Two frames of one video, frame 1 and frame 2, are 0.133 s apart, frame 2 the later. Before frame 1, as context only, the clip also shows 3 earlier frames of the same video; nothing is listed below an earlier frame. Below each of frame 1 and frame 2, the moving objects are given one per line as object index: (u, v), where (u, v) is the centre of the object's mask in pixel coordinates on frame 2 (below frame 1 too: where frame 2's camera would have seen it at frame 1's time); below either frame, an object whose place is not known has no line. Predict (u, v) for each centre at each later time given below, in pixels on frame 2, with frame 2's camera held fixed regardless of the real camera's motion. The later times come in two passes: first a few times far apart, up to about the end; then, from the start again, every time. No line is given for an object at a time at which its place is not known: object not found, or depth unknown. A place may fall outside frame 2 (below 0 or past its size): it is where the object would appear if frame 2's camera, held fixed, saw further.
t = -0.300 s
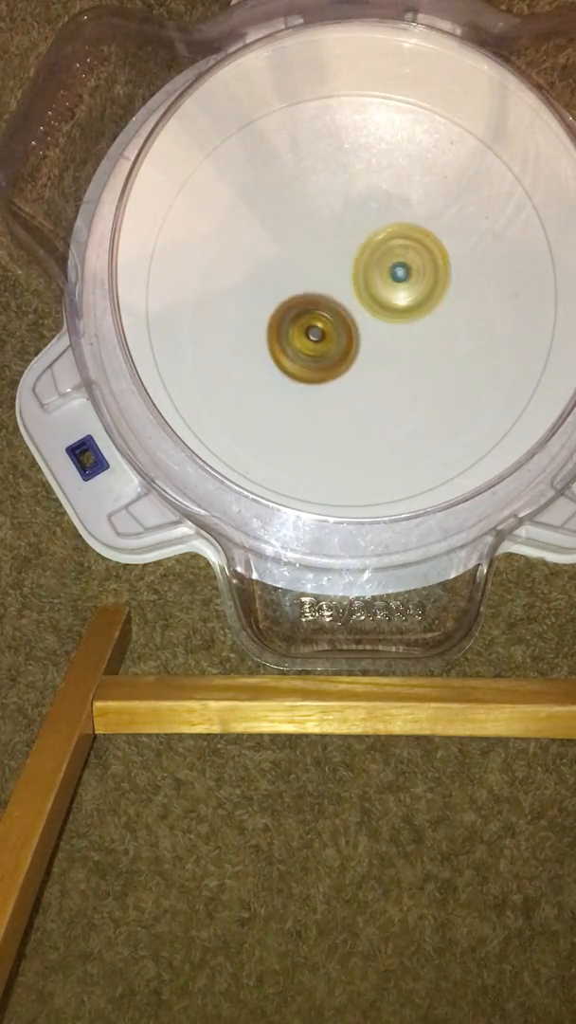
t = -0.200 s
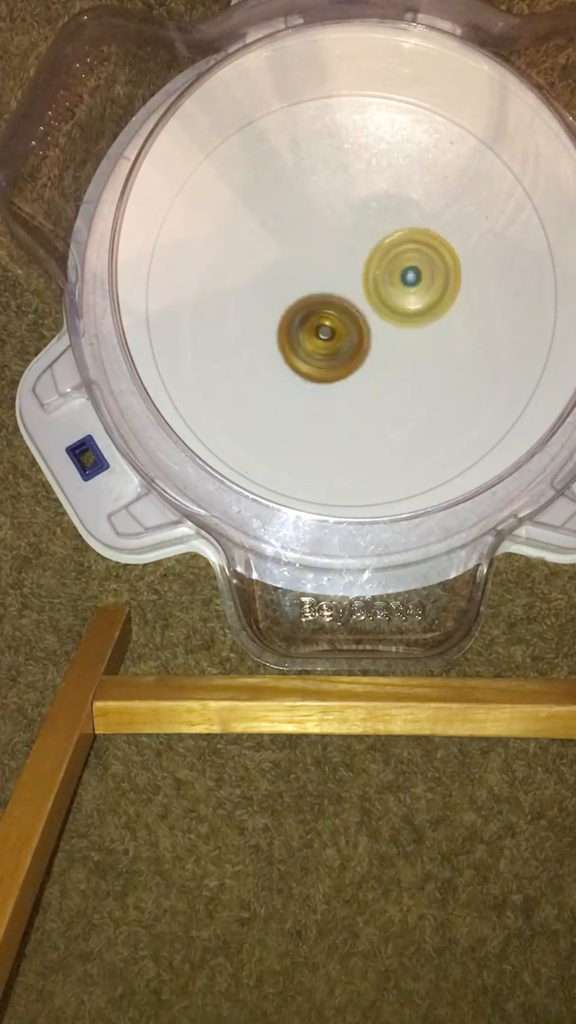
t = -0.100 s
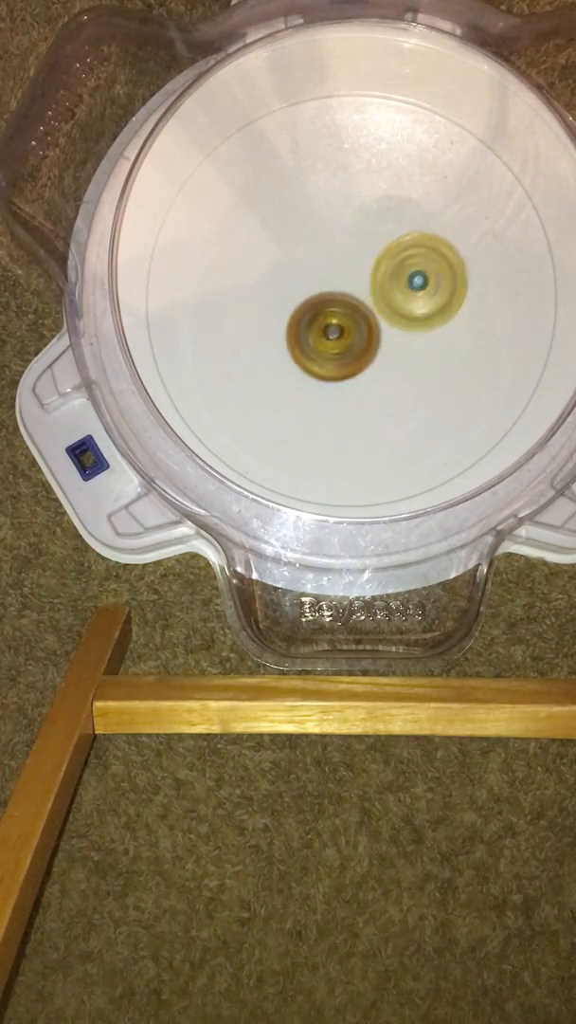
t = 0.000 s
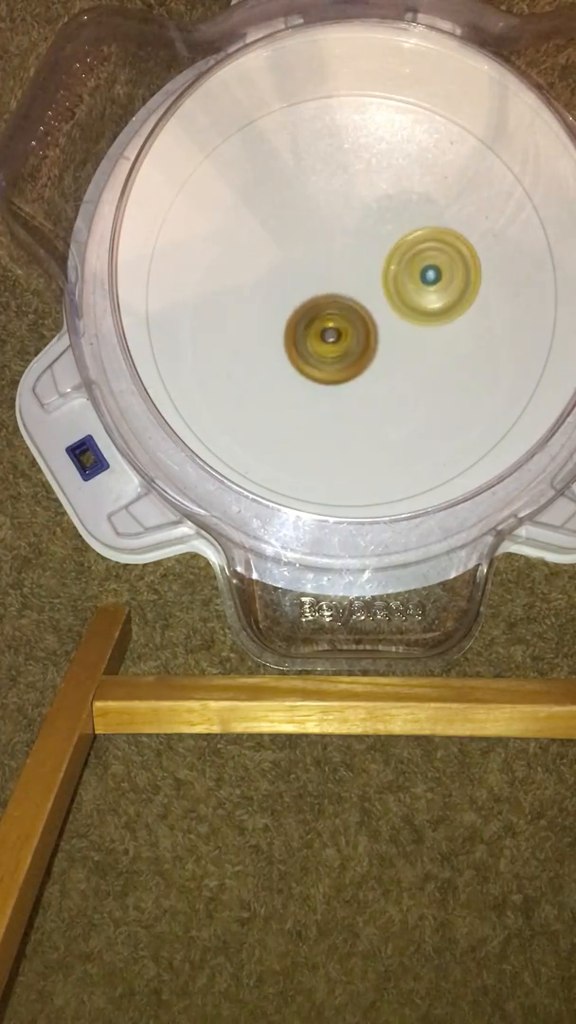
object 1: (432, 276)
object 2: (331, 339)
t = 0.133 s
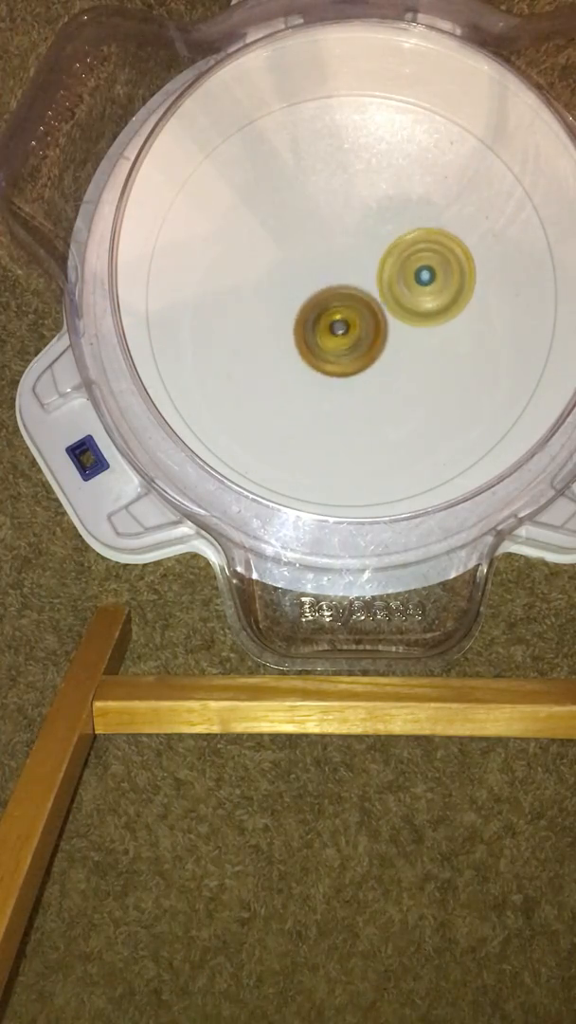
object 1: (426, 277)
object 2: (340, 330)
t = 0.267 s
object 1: (417, 285)
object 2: (333, 329)
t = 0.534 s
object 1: (400, 293)
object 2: (307, 328)
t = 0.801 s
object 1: (391, 295)
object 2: (286, 331)
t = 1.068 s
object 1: (378, 291)
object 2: (289, 334)
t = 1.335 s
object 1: (389, 263)
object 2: (297, 336)
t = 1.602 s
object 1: (375, 255)
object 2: (309, 328)
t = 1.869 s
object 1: (369, 244)
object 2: (314, 327)
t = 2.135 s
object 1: (365, 239)
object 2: (322, 328)
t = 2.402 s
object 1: (367, 236)
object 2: (335, 330)
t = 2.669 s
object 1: (365, 234)
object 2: (347, 331)
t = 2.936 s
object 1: (359, 214)
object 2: (357, 338)
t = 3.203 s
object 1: (345, 236)
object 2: (363, 336)
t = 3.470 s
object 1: (333, 244)
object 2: (369, 339)
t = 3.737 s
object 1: (319, 253)
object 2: (374, 336)
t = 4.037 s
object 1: (307, 260)
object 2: (383, 331)
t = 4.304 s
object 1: (290, 259)
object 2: (398, 329)
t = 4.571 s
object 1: (267, 269)
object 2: (405, 326)
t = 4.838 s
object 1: (312, 287)
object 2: (400, 319)
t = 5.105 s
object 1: (308, 271)
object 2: (410, 321)
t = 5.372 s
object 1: (321, 270)
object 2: (404, 319)
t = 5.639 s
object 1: (316, 259)
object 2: (396, 327)
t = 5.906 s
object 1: (322, 262)
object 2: (390, 335)
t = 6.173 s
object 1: (318, 264)
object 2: (391, 342)
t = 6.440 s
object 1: (323, 262)
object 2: (392, 339)
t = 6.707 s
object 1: (322, 256)
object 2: (388, 335)
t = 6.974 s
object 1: (319, 262)
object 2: (380, 338)
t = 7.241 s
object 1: (313, 259)
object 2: (376, 342)
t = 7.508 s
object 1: (316, 252)
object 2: (375, 343)
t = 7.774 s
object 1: (330, 254)
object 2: (369, 340)
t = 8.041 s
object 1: (345, 248)
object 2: (378, 347)
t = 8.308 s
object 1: (352, 240)
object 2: (381, 350)
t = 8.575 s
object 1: (347, 254)
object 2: (367, 346)
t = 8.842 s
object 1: (346, 254)
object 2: (346, 351)
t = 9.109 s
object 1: (346, 246)
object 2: (340, 352)
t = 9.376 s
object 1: (351, 239)
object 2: (340, 355)
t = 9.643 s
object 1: (353, 252)
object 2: (328, 346)
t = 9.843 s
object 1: (364, 255)
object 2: (314, 334)
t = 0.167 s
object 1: (423, 279)
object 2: (341, 329)
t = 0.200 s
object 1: (423, 279)
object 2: (337, 329)
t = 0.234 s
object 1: (419, 283)
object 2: (335, 329)
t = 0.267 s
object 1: (417, 285)
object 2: (333, 329)
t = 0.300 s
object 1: (416, 286)
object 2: (329, 330)
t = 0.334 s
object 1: (413, 288)
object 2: (326, 330)
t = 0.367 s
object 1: (413, 288)
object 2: (323, 329)
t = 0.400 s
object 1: (410, 289)
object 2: (320, 328)
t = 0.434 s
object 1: (406, 291)
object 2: (317, 328)
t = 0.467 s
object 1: (404, 291)
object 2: (314, 328)
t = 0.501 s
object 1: (401, 292)
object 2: (311, 328)
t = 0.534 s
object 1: (400, 293)
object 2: (307, 328)
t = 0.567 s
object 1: (397, 294)
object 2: (304, 328)
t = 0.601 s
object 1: (394, 295)
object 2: (301, 328)
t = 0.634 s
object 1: (391, 297)
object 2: (298, 329)
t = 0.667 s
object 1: (388, 298)
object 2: (296, 329)
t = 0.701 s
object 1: (388, 298)
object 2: (292, 330)
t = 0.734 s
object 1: (390, 297)
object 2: (289, 331)
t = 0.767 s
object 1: (391, 296)
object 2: (288, 331)
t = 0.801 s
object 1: (391, 295)
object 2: (286, 331)
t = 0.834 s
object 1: (390, 293)
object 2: (285, 331)
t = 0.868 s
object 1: (388, 292)
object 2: (285, 331)
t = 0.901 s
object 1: (386, 292)
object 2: (285, 331)
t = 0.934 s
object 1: (384, 292)
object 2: (286, 331)
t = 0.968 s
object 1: (381, 292)
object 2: (287, 331)
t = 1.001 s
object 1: (378, 293)
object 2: (288, 331)
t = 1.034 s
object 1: (377, 293)
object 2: (288, 332)
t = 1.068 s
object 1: (378, 291)
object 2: (289, 334)
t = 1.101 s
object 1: (378, 289)
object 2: (290, 334)
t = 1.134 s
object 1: (377, 288)
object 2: (292, 334)
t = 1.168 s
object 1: (378, 286)
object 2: (292, 335)
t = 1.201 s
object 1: (383, 281)
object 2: (291, 337)
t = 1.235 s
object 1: (386, 276)
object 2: (292, 337)
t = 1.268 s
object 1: (388, 271)
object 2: (293, 337)
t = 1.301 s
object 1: (389, 267)
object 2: (295, 336)
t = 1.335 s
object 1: (389, 263)
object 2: (297, 336)
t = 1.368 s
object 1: (388, 260)
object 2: (299, 334)
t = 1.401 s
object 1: (386, 259)
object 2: (301, 333)
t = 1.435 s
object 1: (384, 257)
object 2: (303, 331)
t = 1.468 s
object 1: (381, 257)
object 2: (305, 330)
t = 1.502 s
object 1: (378, 258)
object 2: (307, 328)
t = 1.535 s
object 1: (377, 257)
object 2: (308, 327)
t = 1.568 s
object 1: (377, 255)
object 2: (307, 329)
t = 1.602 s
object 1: (375, 255)
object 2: (309, 328)
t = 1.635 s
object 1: (374, 255)
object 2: (310, 327)
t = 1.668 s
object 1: (373, 254)
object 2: (310, 327)
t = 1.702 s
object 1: (373, 252)
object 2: (311, 327)
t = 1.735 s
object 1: (372, 250)
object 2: (311, 327)
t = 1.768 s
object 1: (371, 248)
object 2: (312, 326)
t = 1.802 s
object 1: (370, 247)
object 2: (312, 326)
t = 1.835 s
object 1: (370, 246)
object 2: (313, 326)
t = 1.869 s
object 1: (369, 244)
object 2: (314, 327)
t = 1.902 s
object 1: (367, 243)
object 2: (315, 326)
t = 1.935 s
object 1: (367, 241)
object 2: (316, 327)
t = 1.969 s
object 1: (367, 241)
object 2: (317, 327)
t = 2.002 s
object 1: (366, 241)
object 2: (318, 327)
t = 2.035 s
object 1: (365, 241)
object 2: (319, 327)
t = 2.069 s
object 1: (366, 240)
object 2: (320, 328)
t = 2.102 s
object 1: (365, 239)
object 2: (321, 328)
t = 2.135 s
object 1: (365, 239)
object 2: (322, 328)
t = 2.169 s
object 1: (365, 239)
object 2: (323, 328)
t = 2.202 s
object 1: (365, 238)
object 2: (326, 329)
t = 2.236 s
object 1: (365, 238)
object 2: (327, 328)
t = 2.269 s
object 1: (365, 238)
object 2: (328, 329)
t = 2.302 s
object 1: (366, 237)
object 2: (330, 329)
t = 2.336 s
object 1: (367, 237)
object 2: (332, 330)
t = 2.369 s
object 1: (367, 237)
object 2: (333, 329)
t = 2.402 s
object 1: (367, 236)
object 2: (335, 330)
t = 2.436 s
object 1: (367, 235)
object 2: (337, 330)
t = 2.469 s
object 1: (368, 232)
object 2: (338, 331)
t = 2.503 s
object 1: (368, 230)
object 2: (340, 331)
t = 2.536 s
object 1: (368, 229)
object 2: (341, 331)
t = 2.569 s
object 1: (367, 229)
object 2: (343, 331)
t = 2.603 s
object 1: (366, 231)
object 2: (344, 331)
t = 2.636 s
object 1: (366, 233)
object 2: (345, 330)
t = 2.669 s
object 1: (365, 234)
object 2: (347, 331)
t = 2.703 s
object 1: (365, 233)
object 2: (349, 331)
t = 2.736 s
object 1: (364, 233)
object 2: (350, 330)
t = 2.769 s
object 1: (364, 233)
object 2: (352, 330)
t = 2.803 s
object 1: (363, 233)
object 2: (354, 330)
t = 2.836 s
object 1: (363, 230)
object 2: (355, 333)
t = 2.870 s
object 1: (363, 223)
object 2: (356, 337)
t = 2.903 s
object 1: (361, 218)
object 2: (357, 338)
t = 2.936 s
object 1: (359, 214)
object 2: (357, 338)
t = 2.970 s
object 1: (356, 213)
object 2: (358, 339)
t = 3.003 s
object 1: (354, 214)
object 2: (359, 339)
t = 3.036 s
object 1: (351, 216)
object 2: (360, 338)
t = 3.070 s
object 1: (349, 219)
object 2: (361, 338)
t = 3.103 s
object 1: (347, 223)
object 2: (361, 337)
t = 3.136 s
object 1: (346, 229)
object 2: (361, 336)
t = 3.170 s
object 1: (345, 235)
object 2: (362, 334)
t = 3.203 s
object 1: (345, 236)
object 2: (363, 336)
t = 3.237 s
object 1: (343, 235)
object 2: (365, 340)
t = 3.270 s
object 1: (342, 235)
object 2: (366, 339)
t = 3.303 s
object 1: (340, 237)
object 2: (366, 338)
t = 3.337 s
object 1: (339, 240)
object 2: (366, 338)
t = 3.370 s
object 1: (338, 244)
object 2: (366, 338)
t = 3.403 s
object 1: (336, 245)
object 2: (368, 338)
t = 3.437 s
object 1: (335, 245)
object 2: (368, 338)
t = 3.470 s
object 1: (333, 244)
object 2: (369, 339)
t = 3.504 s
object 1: (331, 243)
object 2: (370, 340)
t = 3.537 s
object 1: (328, 244)
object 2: (370, 339)
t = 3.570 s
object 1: (327, 247)
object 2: (370, 339)
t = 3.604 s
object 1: (327, 250)
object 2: (370, 338)
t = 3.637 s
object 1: (325, 251)
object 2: (371, 337)
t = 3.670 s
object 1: (323, 251)
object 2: (372, 337)
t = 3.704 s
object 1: (321, 253)
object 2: (373, 336)
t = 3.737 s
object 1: (319, 253)
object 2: (374, 336)
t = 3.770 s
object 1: (317, 254)
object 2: (375, 335)
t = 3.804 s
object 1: (316, 255)
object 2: (375, 335)
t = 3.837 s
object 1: (315, 257)
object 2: (376, 334)
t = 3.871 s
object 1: (313, 256)
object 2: (377, 334)
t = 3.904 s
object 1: (311, 258)
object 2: (378, 333)
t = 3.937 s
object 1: (311, 259)
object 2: (378, 333)
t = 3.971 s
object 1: (311, 261)
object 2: (379, 331)
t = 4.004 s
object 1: (310, 262)
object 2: (380, 331)
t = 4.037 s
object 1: (307, 260)
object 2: (383, 331)
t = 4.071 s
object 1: (304, 260)
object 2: (384, 330)
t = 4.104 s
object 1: (302, 260)
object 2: (384, 329)
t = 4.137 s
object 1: (301, 260)
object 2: (385, 329)
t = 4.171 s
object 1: (300, 262)
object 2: (385, 328)
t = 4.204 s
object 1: (302, 265)
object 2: (385, 326)
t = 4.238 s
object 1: (304, 268)
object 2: (384, 325)
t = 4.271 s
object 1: (302, 267)
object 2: (386, 324)
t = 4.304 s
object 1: (290, 259)
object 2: (398, 329)
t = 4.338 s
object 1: (283, 257)
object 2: (404, 330)
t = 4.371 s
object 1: (277, 257)
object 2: (405, 330)
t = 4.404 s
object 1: (272, 257)
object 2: (406, 330)
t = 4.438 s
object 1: (268, 258)
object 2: (407, 330)
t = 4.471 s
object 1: (265, 260)
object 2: (407, 329)
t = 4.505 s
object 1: (264, 263)
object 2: (406, 328)
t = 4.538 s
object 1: (265, 266)
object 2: (406, 327)
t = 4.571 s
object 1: (267, 269)
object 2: (405, 326)
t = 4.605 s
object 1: (270, 274)
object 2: (404, 325)
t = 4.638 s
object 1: (275, 278)
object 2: (401, 323)
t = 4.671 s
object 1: (281, 281)
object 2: (399, 322)
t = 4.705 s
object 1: (288, 284)
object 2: (397, 322)
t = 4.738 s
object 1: (296, 287)
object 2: (395, 321)
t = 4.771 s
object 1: (303, 289)
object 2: (394, 321)
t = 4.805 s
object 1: (308, 289)
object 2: (397, 320)
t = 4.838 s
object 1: (312, 287)
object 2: (400, 319)
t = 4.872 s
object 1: (313, 286)
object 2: (403, 319)
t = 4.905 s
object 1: (316, 284)
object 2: (404, 319)
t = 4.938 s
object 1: (316, 281)
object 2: (406, 319)
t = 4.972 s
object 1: (313, 277)
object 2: (408, 320)
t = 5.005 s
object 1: (310, 275)
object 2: (408, 320)
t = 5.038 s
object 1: (309, 274)
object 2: (409, 321)
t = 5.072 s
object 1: (309, 272)
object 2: (410, 321)
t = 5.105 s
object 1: (308, 271)
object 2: (410, 321)
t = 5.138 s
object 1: (308, 271)
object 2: (410, 321)
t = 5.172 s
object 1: (310, 271)
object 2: (409, 320)
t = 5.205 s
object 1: (311, 271)
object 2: (409, 320)
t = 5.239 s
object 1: (313, 272)
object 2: (407, 319)
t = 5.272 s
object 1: (317, 273)
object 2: (405, 318)
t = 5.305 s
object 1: (320, 272)
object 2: (404, 318)
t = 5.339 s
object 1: (319, 270)
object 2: (406, 319)
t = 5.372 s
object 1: (321, 270)
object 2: (404, 319)
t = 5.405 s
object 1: (321, 268)
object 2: (403, 319)
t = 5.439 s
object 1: (320, 266)
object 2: (403, 320)
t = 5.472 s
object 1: (321, 266)
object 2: (400, 320)
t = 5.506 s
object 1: (321, 264)
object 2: (399, 322)
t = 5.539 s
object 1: (319, 261)
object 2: (401, 324)
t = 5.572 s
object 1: (317, 261)
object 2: (399, 324)
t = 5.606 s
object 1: (317, 260)
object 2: (397, 325)
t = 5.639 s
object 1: (316, 259)
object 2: (396, 327)
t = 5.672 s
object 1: (317, 261)
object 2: (394, 328)
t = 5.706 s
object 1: (318, 262)
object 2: (392, 328)
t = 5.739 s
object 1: (319, 263)
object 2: (390, 330)
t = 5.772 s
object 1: (321, 265)
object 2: (389, 331)
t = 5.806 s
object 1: (322, 265)
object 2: (388, 332)
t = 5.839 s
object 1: (323, 265)
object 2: (388, 332)
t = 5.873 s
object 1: (324, 265)
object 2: (389, 333)
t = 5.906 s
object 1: (322, 262)
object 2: (390, 335)
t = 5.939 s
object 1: (320, 259)
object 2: (391, 336)
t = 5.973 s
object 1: (317, 258)
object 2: (390, 337)
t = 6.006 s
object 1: (316, 258)
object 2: (389, 339)
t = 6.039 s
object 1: (316, 257)
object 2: (390, 340)
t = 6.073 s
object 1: (314, 259)
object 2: (390, 341)
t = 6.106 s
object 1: (316, 261)
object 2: (390, 341)
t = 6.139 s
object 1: (317, 262)
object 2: (390, 341)
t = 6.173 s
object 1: (318, 264)
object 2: (391, 342)
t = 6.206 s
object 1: (321, 267)
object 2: (390, 341)
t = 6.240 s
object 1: (324, 269)
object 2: (390, 340)
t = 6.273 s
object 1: (325, 269)
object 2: (392, 341)
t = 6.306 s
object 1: (327, 270)
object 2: (392, 340)
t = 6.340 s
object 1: (326, 267)
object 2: (393, 339)
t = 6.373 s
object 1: (324, 265)
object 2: (394, 339)
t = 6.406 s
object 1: (324, 264)
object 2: (392, 339)
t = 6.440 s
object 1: (323, 262)
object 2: (392, 339)
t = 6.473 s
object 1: (323, 262)
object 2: (392, 338)
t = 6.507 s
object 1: (324, 262)
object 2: (390, 338)
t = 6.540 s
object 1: (325, 262)
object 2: (388, 337)
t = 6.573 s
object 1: (326, 264)
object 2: (387, 337)
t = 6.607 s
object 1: (327, 263)
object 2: (387, 337)
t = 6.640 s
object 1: (326, 262)
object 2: (388, 335)
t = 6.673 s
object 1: (324, 259)
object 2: (390, 336)
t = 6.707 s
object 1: (322, 256)
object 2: (388, 335)
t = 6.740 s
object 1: (319, 254)
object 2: (387, 336)
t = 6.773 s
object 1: (318, 255)
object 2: (386, 337)
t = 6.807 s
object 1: (317, 255)
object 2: (385, 336)
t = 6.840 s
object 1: (316, 256)
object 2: (384, 337)
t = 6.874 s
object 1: (317, 259)
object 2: (382, 337)
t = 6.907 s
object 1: (317, 260)
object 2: (381, 336)
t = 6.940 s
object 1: (318, 263)
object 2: (379, 337)
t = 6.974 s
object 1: (319, 262)
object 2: (380, 338)
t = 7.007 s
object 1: (318, 261)
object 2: (381, 337)
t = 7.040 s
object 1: (319, 263)
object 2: (378, 338)
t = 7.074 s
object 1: (319, 261)
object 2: (378, 340)
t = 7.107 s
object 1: (316, 258)
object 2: (380, 342)
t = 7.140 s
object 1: (314, 258)
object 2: (379, 341)
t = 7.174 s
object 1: (313, 257)
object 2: (378, 341)
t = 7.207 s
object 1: (312, 258)
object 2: (377, 342)
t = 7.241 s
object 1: (313, 259)
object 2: (376, 342)
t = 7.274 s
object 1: (313, 260)
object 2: (376, 342)
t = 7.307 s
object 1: (314, 263)
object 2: (374, 342)
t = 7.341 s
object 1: (317, 264)
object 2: (374, 341)
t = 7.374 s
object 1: (318, 265)
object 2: (375, 342)
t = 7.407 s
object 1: (318, 261)
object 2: (377, 343)
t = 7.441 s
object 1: (318, 257)
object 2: (379, 342)
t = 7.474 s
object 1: (315, 254)
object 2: (376, 342)
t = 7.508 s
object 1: (316, 252)
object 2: (375, 343)
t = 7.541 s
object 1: (315, 249)
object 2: (376, 343)
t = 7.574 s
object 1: (316, 250)
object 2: (375, 342)
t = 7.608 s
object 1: (318, 248)
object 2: (373, 342)
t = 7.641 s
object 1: (318, 250)
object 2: (372, 342)
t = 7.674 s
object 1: (322, 251)
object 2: (372, 341)
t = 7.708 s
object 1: (323, 252)
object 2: (371, 340)
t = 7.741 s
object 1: (327, 255)
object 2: (368, 339)
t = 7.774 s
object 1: (330, 254)
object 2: (369, 340)
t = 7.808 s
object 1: (332, 256)
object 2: (370, 340)
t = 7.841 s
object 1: (336, 255)
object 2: (373, 340)
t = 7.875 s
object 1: (338, 254)
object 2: (375, 341)
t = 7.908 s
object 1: (340, 252)
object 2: (377, 343)
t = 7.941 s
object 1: (341, 249)
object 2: (378, 345)
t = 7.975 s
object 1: (342, 249)
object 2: (378, 346)
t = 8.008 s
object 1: (345, 248)
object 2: (378, 347)
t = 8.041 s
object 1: (345, 248)
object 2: (378, 347)
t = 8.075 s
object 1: (347, 249)
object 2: (378, 347)
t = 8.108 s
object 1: (348, 249)
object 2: (378, 348)
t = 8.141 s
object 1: (350, 253)
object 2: (378, 348)
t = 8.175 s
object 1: (352, 253)
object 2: (378, 347)
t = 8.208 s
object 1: (352, 248)
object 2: (379, 352)
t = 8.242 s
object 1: (353, 245)
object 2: (382, 354)
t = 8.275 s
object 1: (351, 241)
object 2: (383, 352)
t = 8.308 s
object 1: (352, 240)
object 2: (381, 350)
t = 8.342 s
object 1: (350, 238)
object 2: (379, 350)
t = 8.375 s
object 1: (350, 239)
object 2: (378, 351)
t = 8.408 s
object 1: (349, 238)
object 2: (378, 351)
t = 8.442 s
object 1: (349, 242)
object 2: (376, 349)
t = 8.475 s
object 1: (348, 242)
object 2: (374, 349)
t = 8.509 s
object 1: (347, 248)
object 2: (372, 348)
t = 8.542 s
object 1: (348, 250)
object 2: (370, 347)
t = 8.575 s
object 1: (347, 254)
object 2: (367, 346)
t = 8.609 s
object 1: (348, 256)
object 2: (364, 344)
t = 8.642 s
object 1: (347, 257)
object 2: (361, 347)
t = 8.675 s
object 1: (349, 259)
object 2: (358, 348)
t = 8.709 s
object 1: (348, 258)
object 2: (355, 350)
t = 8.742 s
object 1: (349, 257)
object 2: (352, 349)
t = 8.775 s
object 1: (347, 255)
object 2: (350, 350)
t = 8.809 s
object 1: (348, 255)
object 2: (348, 350)
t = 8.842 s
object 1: (346, 254)
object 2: (346, 351)
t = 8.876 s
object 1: (347, 255)
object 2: (345, 350)
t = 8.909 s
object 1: (345, 255)
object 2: (344, 350)
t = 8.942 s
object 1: (347, 253)
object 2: (343, 352)
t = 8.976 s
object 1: (347, 251)
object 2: (344, 354)
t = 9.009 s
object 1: (346, 249)
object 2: (343, 353)
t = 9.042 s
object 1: (346, 247)
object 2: (343, 352)
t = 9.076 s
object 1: (346, 247)
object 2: (341, 352)
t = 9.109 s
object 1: (346, 246)
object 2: (340, 352)
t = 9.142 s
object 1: (345, 249)
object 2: (339, 352)
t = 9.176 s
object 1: (345, 249)
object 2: (340, 352)
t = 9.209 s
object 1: (345, 253)
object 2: (339, 351)
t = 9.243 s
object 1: (346, 254)
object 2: (339, 350)
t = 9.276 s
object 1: (348, 249)
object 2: (338, 355)
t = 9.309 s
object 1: (350, 244)
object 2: (339, 359)
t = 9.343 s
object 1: (350, 242)
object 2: (340, 357)
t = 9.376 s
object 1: (351, 239)
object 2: (340, 355)
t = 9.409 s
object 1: (351, 239)
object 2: (338, 353)
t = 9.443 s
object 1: (352, 237)
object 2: (335, 353)
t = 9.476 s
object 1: (352, 239)
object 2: (334, 353)
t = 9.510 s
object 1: (353, 239)
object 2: (334, 353)
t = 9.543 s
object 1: (354, 243)
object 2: (333, 351)
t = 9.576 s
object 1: (353, 245)
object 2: (332, 350)
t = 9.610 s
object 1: (354, 248)
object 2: (330, 348)
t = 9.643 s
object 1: (353, 252)
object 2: (328, 346)
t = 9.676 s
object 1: (355, 255)
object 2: (326, 343)
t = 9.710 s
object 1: (357, 257)
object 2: (323, 341)
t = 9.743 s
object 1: (359, 257)
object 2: (321, 340)
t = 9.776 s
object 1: (360, 256)
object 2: (318, 338)
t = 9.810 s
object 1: (363, 255)
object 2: (316, 336)
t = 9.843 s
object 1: (364, 255)
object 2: (314, 334)
